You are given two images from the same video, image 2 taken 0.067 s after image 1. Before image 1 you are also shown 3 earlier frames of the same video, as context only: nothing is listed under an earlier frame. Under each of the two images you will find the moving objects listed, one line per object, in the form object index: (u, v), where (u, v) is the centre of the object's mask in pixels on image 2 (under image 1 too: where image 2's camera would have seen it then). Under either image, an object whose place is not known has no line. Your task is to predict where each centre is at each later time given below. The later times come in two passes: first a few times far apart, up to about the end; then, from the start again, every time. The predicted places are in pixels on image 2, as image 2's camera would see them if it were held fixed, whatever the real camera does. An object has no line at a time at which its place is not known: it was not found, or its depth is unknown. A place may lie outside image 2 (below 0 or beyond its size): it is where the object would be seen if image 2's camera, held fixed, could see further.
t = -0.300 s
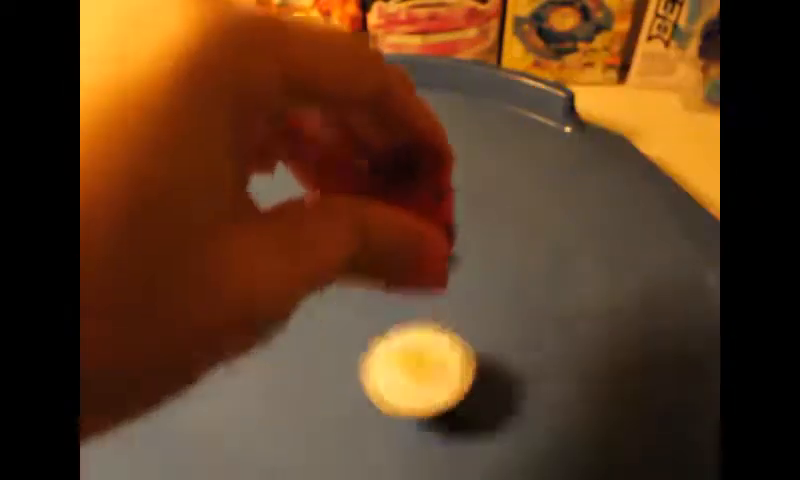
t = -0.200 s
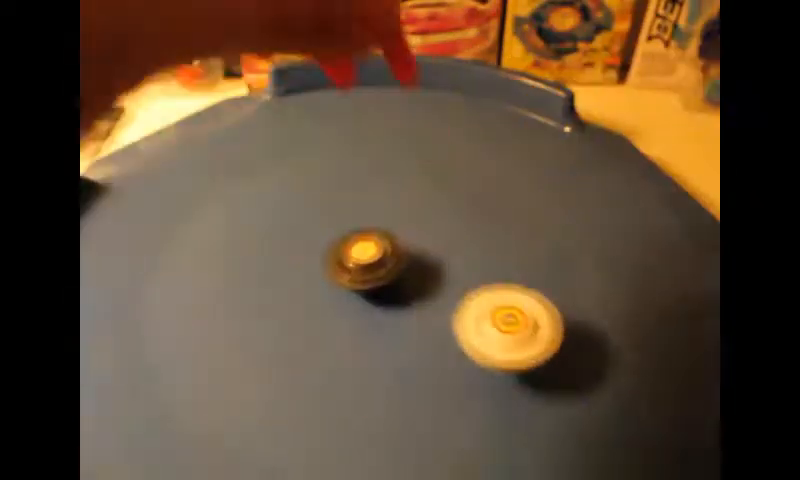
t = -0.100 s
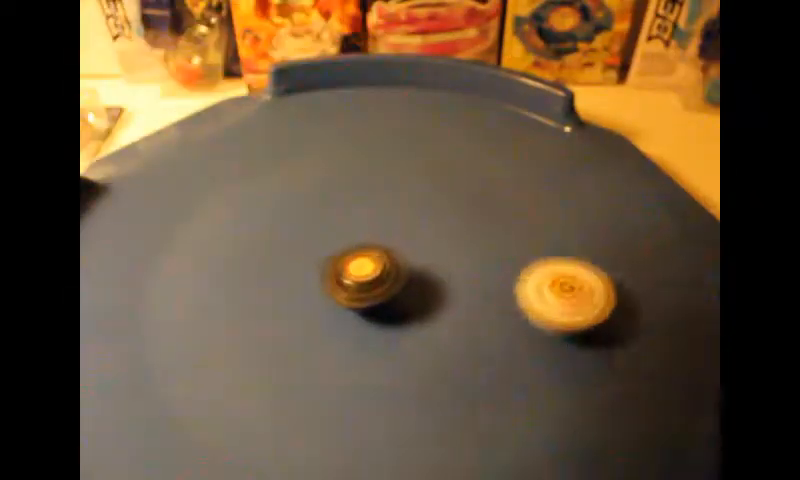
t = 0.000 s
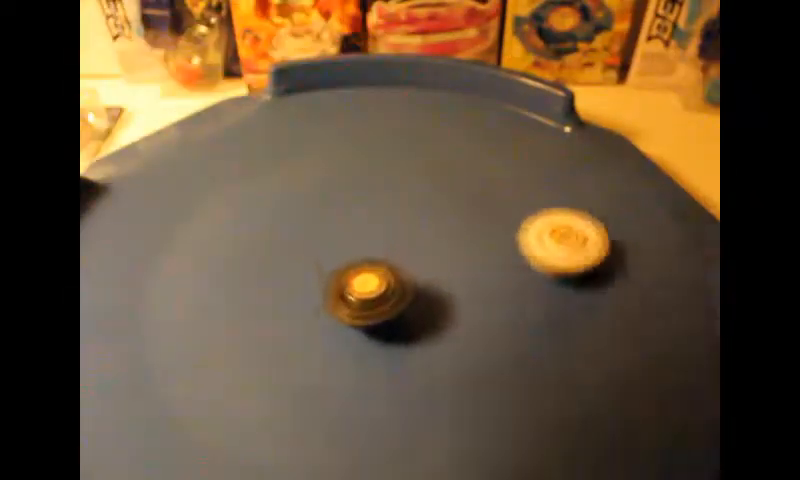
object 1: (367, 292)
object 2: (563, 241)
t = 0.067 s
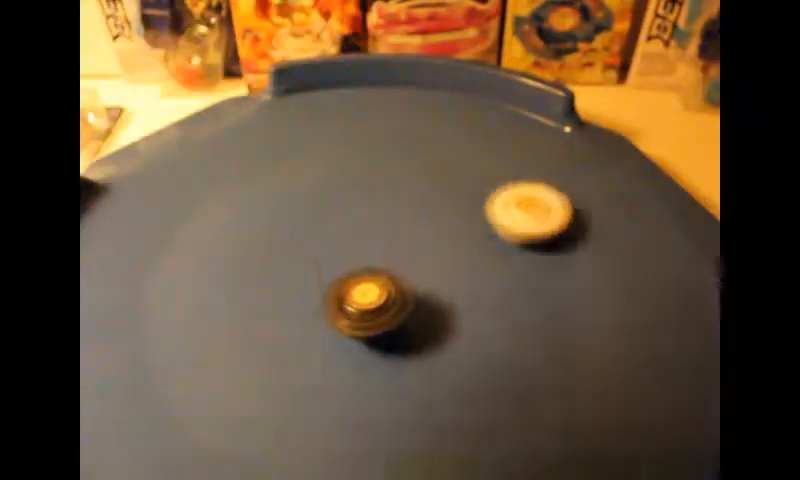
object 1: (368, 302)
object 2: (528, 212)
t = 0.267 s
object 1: (358, 327)
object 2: (391, 161)
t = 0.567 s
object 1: (352, 343)
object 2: (175, 359)
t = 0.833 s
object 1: (350, 341)
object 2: (552, 444)
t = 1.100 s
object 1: (346, 321)
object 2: (562, 191)
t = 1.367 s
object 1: (342, 284)
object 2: (288, 156)
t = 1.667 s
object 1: (339, 251)
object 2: (121, 374)
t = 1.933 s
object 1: (339, 237)
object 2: (511, 444)
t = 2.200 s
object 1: (347, 234)
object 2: (510, 210)
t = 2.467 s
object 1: (364, 233)
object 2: (285, 150)
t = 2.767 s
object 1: (386, 235)
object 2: (124, 337)
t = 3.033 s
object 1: (398, 244)
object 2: (442, 402)
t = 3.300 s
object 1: (408, 251)
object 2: (473, 201)
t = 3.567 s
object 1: (412, 253)
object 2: (283, 149)
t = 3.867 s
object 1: (386, 256)
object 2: (145, 309)
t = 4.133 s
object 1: (345, 272)
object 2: (399, 394)
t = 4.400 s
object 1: (328, 283)
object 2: (508, 226)
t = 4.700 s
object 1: (318, 289)
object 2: (353, 140)
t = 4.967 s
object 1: (327, 287)
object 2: (216, 229)
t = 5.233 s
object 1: (359, 273)
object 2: (302, 389)
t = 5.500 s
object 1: (383, 247)
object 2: (532, 312)
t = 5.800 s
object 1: (384, 230)
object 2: (451, 174)
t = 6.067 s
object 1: (379, 231)
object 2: (277, 213)
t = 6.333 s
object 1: (372, 248)
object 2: (274, 382)
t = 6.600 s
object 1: (379, 268)
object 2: (513, 372)
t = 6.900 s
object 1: (386, 273)
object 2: (462, 223)
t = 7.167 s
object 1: (373, 271)
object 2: (291, 224)
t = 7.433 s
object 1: (350, 273)
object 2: (254, 372)
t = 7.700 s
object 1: (342, 276)
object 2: (453, 366)
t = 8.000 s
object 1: (349, 271)
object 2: (410, 218)
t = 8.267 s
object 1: (363, 256)
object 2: (262, 248)
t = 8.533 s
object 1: (367, 243)
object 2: (288, 355)
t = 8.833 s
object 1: (363, 241)
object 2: (438, 278)
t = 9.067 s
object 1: (320, 225)
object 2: (443, 194)
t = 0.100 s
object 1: (367, 307)
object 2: (513, 195)
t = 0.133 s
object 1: (366, 312)
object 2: (496, 182)
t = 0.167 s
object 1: (364, 316)
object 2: (475, 173)
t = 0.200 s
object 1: (362, 319)
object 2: (451, 165)
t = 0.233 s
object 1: (360, 323)
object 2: (423, 161)
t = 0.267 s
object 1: (358, 327)
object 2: (391, 161)
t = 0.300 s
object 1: (356, 330)
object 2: (359, 164)
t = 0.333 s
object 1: (356, 333)
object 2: (327, 172)
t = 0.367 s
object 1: (356, 336)
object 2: (296, 186)
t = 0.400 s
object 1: (356, 339)
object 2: (267, 204)
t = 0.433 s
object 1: (355, 340)
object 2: (241, 227)
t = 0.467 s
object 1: (353, 341)
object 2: (218, 254)
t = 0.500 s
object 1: (354, 341)
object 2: (197, 286)
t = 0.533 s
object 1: (353, 343)
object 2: (181, 321)
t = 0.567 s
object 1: (352, 343)
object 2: (175, 359)
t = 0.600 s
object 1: (352, 343)
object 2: (178, 397)
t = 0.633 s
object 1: (352, 344)
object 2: (199, 431)
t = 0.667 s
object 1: (351, 343)
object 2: (240, 447)
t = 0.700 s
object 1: (351, 343)
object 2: (297, 456)
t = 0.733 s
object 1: (351, 343)
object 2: (360, 459)
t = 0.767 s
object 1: (351, 343)
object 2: (428, 459)
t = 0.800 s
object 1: (350, 342)
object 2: (495, 454)
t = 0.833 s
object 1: (350, 341)
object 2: (552, 444)
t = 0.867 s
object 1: (350, 341)
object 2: (595, 423)
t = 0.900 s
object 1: (350, 340)
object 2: (625, 384)
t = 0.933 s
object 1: (350, 338)
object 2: (638, 344)
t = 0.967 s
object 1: (350, 335)
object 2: (637, 305)
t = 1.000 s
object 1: (349, 332)
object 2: (626, 270)
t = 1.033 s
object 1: (348, 329)
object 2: (609, 239)
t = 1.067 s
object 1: (347, 324)
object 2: (586, 213)
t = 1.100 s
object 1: (346, 321)
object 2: (562, 191)
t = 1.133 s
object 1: (345, 316)
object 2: (533, 172)
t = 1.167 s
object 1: (344, 312)
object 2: (501, 158)
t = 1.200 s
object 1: (344, 308)
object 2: (466, 149)
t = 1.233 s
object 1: (343, 303)
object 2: (430, 144)
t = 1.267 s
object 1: (343, 298)
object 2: (394, 141)
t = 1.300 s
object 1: (343, 294)
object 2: (358, 143)
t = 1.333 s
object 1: (343, 289)
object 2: (323, 148)
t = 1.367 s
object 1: (342, 284)
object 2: (288, 156)
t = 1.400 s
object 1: (343, 280)
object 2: (256, 167)
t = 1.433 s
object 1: (343, 276)
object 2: (224, 181)
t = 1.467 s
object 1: (343, 272)
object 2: (192, 197)
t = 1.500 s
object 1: (343, 267)
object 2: (164, 215)
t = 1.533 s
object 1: (343, 263)
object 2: (140, 237)
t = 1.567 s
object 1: (343, 260)
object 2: (124, 266)
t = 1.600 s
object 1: (342, 256)
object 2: (118, 298)
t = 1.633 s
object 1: (340, 254)
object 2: (117, 335)
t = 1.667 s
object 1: (339, 251)
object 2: (121, 374)
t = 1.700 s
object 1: (338, 250)
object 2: (135, 414)
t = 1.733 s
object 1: (338, 247)
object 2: (168, 440)
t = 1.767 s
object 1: (337, 245)
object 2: (215, 453)
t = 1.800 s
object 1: (337, 243)
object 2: (272, 461)
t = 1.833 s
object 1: (338, 241)
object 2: (334, 462)
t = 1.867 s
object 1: (339, 239)
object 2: (396, 460)
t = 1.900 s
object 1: (339, 238)
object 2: (458, 455)
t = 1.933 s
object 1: (339, 237)
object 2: (511, 444)
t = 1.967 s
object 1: (341, 237)
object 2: (549, 424)
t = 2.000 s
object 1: (342, 236)
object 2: (575, 388)
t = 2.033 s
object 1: (343, 235)
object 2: (586, 350)
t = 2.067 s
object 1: (344, 235)
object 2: (586, 313)
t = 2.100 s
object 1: (344, 234)
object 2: (575, 281)
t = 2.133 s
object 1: (346, 234)
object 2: (557, 253)
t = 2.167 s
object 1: (346, 233)
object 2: (533, 230)
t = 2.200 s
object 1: (347, 234)
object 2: (510, 210)
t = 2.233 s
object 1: (350, 233)
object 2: (488, 192)
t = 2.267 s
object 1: (351, 233)
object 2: (464, 177)
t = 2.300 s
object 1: (353, 233)
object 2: (438, 164)
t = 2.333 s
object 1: (355, 232)
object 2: (410, 154)
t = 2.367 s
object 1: (356, 233)
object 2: (379, 148)
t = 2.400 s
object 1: (358, 233)
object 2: (348, 145)
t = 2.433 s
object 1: (361, 233)
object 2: (316, 146)
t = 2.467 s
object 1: (364, 233)
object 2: (285, 150)
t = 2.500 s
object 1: (368, 233)
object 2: (255, 157)
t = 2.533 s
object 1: (371, 233)
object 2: (225, 168)
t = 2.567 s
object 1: (373, 234)
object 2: (196, 181)
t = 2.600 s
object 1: (376, 235)
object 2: (168, 198)
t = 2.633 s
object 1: (378, 235)
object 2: (146, 218)
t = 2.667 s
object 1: (380, 234)
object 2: (129, 243)
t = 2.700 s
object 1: (382, 235)
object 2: (121, 271)
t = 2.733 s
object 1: (384, 235)
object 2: (120, 302)
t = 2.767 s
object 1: (386, 235)
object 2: (124, 337)
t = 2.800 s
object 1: (387, 237)
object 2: (137, 370)
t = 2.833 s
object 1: (389, 238)
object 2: (167, 400)
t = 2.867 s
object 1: (390, 238)
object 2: (207, 422)
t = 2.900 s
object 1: (392, 239)
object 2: (256, 433)
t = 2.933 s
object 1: (393, 240)
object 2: (306, 436)
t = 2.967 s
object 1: (394, 242)
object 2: (355, 433)
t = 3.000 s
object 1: (397, 243)
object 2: (401, 422)
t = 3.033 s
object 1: (398, 244)
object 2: (442, 402)
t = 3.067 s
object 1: (400, 245)
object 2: (474, 378)
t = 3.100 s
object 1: (401, 246)
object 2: (495, 350)
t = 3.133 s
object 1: (403, 247)
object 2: (507, 322)
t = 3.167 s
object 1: (404, 248)
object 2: (510, 294)
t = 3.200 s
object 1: (406, 248)
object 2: (506, 268)
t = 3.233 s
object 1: (406, 249)
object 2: (498, 243)
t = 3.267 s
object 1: (408, 250)
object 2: (487, 221)
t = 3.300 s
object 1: (408, 251)
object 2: (473, 201)
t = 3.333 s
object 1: (409, 251)
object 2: (457, 184)
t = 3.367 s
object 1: (411, 252)
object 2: (440, 168)
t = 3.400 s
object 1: (411, 252)
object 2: (418, 156)
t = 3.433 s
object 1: (411, 253)
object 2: (394, 147)
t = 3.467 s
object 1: (412, 253)
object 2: (367, 142)
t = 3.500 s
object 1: (413, 253)
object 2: (339, 141)
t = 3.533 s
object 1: (412, 252)
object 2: (311, 143)
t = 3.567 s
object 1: (412, 253)
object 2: (283, 149)
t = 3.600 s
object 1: (411, 254)
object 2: (257, 157)
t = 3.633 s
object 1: (410, 253)
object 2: (233, 168)
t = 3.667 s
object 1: (407, 254)
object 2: (211, 180)
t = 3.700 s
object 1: (406, 254)
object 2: (187, 195)
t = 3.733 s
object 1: (403, 254)
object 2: (168, 212)
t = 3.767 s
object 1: (399, 254)
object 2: (155, 233)
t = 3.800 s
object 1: (394, 255)
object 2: (145, 257)
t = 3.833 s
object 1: (390, 255)
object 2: (142, 283)
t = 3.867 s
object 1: (386, 256)
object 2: (145, 309)
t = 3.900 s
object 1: (380, 257)
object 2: (156, 335)
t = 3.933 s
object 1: (374, 259)
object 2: (175, 358)
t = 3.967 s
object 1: (369, 261)
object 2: (201, 377)
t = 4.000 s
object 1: (363, 263)
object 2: (234, 392)
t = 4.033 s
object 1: (358, 265)
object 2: (272, 401)
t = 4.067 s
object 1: (353, 267)
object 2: (315, 404)
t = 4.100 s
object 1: (349, 270)
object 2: (358, 402)
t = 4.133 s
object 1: (345, 272)
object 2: (399, 394)
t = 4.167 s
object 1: (342, 274)
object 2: (436, 380)
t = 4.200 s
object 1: (340, 275)
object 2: (468, 362)
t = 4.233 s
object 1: (337, 277)
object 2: (491, 339)
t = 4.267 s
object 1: (335, 279)
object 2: (506, 314)
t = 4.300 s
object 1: (333, 280)
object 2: (514, 290)
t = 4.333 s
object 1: (332, 281)
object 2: (516, 267)
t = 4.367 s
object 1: (329, 282)
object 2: (515, 246)
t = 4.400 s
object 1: (328, 283)
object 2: (508, 226)
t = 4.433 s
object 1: (327, 283)
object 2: (500, 206)
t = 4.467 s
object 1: (325, 284)
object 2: (492, 190)
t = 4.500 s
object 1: (324, 285)
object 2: (479, 175)
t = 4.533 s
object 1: (323, 285)
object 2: (463, 162)
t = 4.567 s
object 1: (320, 286)
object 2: (445, 153)
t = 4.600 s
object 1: (320, 287)
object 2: (425, 145)
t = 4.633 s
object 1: (319, 288)
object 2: (401, 141)
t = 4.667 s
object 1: (318, 288)
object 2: (377, 139)
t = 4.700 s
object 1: (318, 289)
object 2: (353, 140)
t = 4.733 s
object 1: (317, 289)
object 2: (330, 143)
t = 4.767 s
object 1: (318, 289)
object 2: (309, 150)
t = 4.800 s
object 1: (318, 289)
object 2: (290, 158)
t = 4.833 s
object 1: (319, 288)
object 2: (272, 169)
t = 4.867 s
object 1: (320, 289)
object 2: (255, 181)
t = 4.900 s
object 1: (321, 288)
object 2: (239, 195)
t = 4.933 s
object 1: (323, 287)
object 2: (226, 211)
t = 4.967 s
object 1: (327, 287)
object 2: (216, 229)
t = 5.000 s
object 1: (331, 286)
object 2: (209, 249)
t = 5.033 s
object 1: (333, 285)
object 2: (203, 270)
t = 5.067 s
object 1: (337, 283)
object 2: (201, 295)
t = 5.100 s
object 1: (341, 282)
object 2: (205, 318)
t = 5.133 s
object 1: (346, 280)
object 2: (218, 340)
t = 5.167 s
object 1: (350, 278)
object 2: (240, 360)
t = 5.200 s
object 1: (355, 276)
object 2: (268, 376)
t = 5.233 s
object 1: (359, 273)
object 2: (302, 389)
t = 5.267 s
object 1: (364, 270)
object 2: (338, 397)
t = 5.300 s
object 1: (369, 267)
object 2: (377, 400)
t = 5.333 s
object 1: (373, 263)
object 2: (414, 397)
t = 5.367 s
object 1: (375, 260)
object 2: (449, 387)
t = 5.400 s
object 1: (378, 257)
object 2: (480, 373)
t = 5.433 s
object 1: (380, 253)
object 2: (505, 354)
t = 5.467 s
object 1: (381, 250)
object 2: (522, 333)
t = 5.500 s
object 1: (383, 247)
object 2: (532, 312)
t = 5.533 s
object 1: (384, 244)
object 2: (538, 291)
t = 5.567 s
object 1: (385, 242)
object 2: (538, 271)
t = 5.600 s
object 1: (386, 239)
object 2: (532, 253)
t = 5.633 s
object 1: (386, 237)
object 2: (520, 236)
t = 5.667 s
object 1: (386, 235)
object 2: (508, 220)
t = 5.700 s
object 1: (385, 234)
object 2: (497, 206)
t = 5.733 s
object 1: (385, 232)
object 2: (484, 193)
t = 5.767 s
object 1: (384, 231)
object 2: (469, 182)
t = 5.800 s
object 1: (384, 230)
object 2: (451, 174)
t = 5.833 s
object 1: (384, 230)
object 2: (431, 168)
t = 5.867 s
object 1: (383, 230)
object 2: (408, 165)
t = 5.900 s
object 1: (382, 229)
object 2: (383, 165)
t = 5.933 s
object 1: (383, 230)
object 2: (360, 168)
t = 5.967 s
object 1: (381, 230)
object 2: (337, 175)
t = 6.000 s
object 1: (382, 230)
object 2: (315, 185)
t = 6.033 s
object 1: (380, 230)
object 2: (295, 198)
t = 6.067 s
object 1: (379, 231)
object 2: (277, 213)
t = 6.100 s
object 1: (379, 233)
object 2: (262, 231)
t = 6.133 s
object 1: (378, 234)
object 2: (249, 251)
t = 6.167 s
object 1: (376, 236)
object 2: (239, 272)
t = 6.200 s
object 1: (375, 238)
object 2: (231, 295)
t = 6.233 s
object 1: (374, 240)
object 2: (230, 319)
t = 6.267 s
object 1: (373, 243)
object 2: (238, 341)
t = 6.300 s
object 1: (372, 246)
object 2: (253, 361)
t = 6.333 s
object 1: (372, 248)
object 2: (274, 382)
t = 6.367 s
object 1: (372, 251)
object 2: (300, 399)
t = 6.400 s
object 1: (373, 254)
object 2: (330, 412)
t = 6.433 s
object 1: (373, 257)
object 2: (364, 419)
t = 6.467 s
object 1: (374, 260)
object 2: (399, 419)
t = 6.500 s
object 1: (375, 262)
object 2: (433, 414)
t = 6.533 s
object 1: (377, 265)
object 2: (465, 403)
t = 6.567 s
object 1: (378, 266)
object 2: (491, 389)
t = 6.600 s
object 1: (379, 268)
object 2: (513, 372)
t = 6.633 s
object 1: (380, 270)
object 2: (527, 353)
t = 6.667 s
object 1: (382, 271)
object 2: (536, 334)
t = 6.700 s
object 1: (382, 272)
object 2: (538, 315)
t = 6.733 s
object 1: (383, 272)
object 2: (532, 298)
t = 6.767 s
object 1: (385, 273)
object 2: (522, 281)
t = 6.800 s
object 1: (385, 274)
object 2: (509, 266)
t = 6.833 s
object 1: (386, 273)
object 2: (495, 251)
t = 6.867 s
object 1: (386, 274)
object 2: (479, 236)
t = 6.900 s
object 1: (386, 273)
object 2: (462, 223)
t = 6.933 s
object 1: (386, 273)
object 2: (443, 212)
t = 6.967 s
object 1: (385, 273)
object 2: (422, 203)
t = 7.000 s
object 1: (384, 272)
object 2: (400, 197)
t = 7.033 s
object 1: (382, 271)
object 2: (376, 195)
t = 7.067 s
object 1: (379, 271)
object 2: (353, 197)
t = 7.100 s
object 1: (378, 271)
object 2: (329, 202)
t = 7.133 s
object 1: (376, 271)
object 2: (308, 212)
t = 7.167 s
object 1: (373, 271)
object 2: (291, 224)
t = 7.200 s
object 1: (370, 271)
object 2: (274, 239)
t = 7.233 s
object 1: (367, 271)
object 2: (257, 256)
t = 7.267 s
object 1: (363, 271)
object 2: (243, 274)
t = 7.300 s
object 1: (359, 271)
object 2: (231, 294)
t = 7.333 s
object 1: (357, 271)
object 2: (226, 314)
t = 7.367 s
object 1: (354, 272)
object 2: (228, 334)
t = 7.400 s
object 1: (352, 272)
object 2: (237, 353)
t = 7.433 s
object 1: (350, 273)
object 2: (254, 372)
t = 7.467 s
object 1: (348, 273)
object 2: (274, 388)
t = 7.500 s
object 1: (346, 273)
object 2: (299, 400)
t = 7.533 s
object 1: (344, 274)
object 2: (327, 407)
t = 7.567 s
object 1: (344, 275)
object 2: (357, 408)
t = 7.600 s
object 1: (343, 275)
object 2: (386, 404)
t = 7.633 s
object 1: (342, 275)
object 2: (412, 394)
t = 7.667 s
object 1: (341, 276)
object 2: (435, 381)
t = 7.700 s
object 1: (342, 276)
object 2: (453, 366)
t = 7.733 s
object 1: (342, 277)
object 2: (466, 349)
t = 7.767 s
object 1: (341, 276)
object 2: (472, 330)
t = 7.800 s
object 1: (342, 276)
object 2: (471, 312)
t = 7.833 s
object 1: (342, 276)
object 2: (465, 294)
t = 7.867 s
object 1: (343, 275)
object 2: (455, 276)
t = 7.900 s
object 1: (344, 274)
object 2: (446, 260)
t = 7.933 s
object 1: (346, 273)
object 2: (438, 243)
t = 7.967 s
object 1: (347, 272)
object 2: (427, 228)
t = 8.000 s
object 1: (349, 271)
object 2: (410, 218)
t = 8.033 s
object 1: (351, 270)
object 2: (391, 211)
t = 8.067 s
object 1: (352, 269)
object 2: (370, 206)
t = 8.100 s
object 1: (353, 267)
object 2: (348, 204)
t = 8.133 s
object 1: (356, 265)
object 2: (327, 206)
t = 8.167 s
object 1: (359, 263)
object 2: (309, 212)
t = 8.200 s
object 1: (361, 261)
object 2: (294, 222)
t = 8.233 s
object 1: (362, 258)
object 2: (277, 234)
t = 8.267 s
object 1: (363, 256)
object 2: (262, 248)
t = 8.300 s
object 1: (364, 254)
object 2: (248, 262)
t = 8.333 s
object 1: (365, 252)
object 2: (236, 278)
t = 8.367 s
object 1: (366, 250)
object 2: (229, 295)
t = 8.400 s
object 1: (366, 248)
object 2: (229, 312)
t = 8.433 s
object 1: (366, 247)
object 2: (236, 326)
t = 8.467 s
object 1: (366, 245)
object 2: (250, 338)
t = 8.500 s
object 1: (366, 244)
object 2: (267, 348)
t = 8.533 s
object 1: (367, 243)
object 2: (288, 355)
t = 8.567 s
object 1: (366, 242)
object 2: (311, 359)
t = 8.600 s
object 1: (366, 241)
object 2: (336, 360)
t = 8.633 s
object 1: (366, 241)
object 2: (361, 358)
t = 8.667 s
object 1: (365, 240)
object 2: (385, 351)
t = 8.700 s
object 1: (365, 240)
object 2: (407, 340)
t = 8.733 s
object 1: (364, 240)
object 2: (423, 327)
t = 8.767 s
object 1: (364, 240)
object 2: (433, 312)
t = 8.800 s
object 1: (364, 241)
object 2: (438, 295)
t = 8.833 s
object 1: (363, 241)
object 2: (438, 278)
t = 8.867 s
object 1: (352, 234)
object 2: (450, 270)
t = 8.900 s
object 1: (342, 229)
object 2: (459, 259)
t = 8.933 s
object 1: (336, 227)
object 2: (463, 245)
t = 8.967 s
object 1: (331, 227)
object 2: (463, 231)
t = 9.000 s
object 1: (327, 226)
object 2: (459, 217)
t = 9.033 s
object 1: (323, 225)
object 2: (452, 205)
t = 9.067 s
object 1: (320, 225)
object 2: (443, 194)
